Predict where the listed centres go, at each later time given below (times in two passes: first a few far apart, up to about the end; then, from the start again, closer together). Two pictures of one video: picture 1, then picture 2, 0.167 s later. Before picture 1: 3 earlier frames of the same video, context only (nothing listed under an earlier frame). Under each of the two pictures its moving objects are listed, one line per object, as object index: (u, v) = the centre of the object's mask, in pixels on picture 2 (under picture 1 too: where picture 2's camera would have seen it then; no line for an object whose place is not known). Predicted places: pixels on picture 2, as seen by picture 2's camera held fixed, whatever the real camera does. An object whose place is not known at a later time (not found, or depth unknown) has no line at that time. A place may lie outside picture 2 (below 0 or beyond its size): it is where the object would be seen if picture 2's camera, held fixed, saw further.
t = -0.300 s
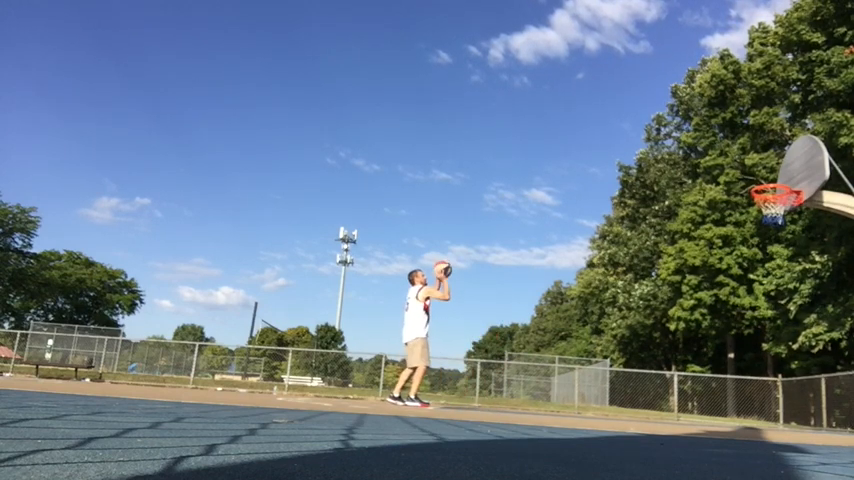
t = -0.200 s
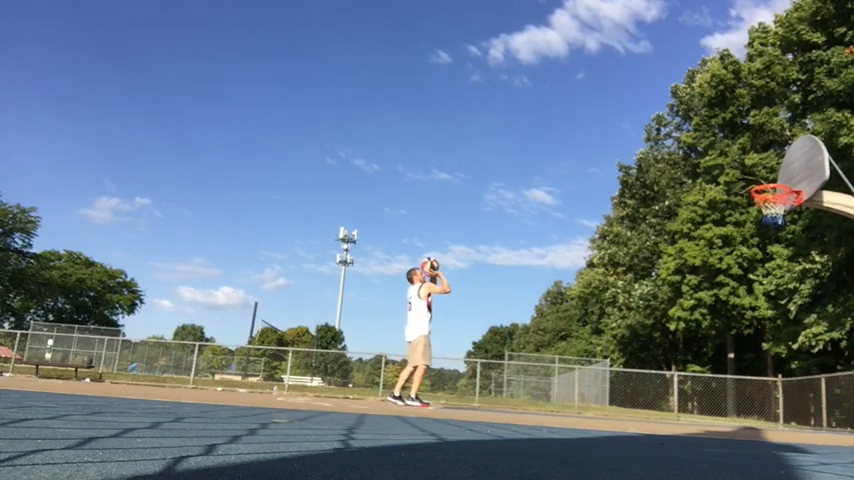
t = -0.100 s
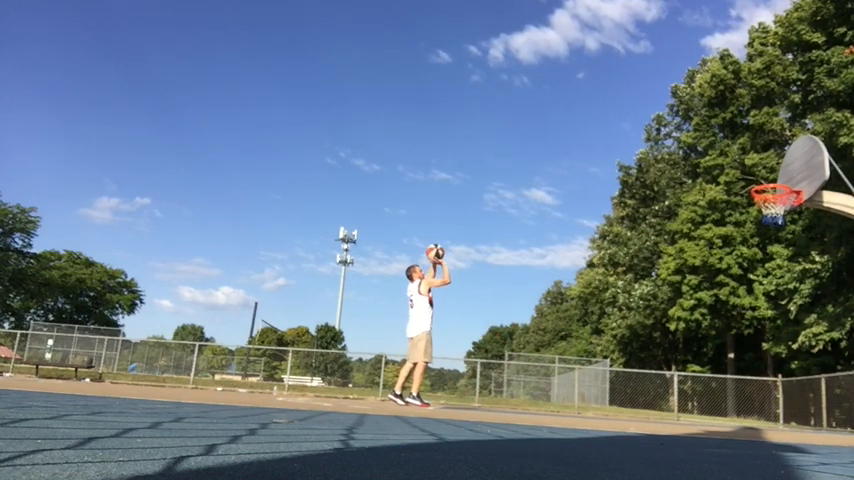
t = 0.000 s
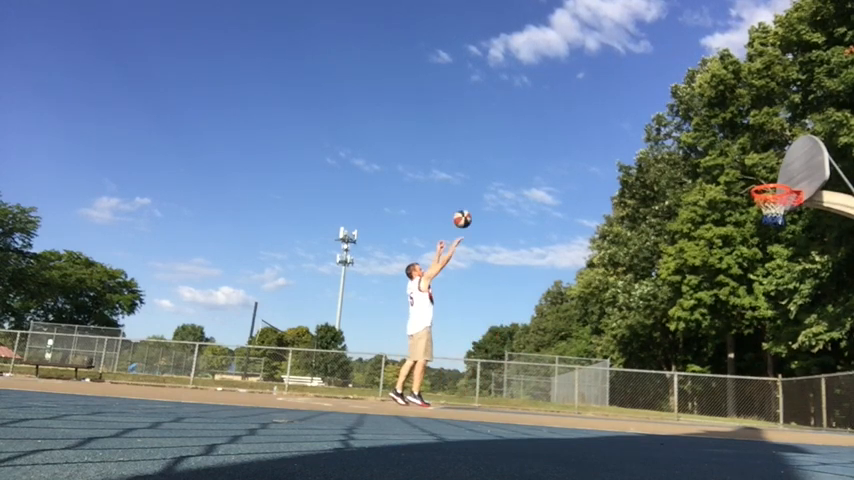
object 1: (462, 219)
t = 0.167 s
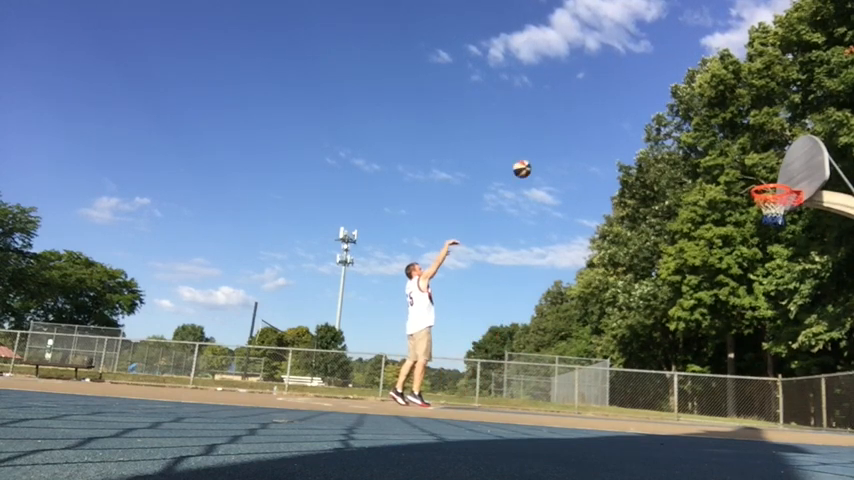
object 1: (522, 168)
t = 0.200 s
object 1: (533, 161)
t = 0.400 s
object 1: (601, 133)
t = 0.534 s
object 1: (644, 130)
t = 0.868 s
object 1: (752, 175)
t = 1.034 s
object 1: (794, 210)
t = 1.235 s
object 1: (814, 244)
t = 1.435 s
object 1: (836, 307)
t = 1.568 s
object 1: (848, 366)
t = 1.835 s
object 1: (846, 365)
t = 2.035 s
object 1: (829, 319)
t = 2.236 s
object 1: (810, 305)
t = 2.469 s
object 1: (790, 326)
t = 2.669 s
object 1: (773, 378)
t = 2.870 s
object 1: (758, 393)
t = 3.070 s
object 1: (742, 356)
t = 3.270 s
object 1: (729, 351)
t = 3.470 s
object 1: (715, 377)
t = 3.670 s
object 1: (701, 404)
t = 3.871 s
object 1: (685, 374)
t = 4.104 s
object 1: (666, 380)
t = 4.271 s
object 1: (653, 409)
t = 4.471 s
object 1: (638, 387)
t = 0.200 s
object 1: (533, 161)
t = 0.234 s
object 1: (545, 154)
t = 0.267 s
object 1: (556, 149)
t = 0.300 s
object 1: (567, 144)
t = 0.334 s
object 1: (579, 139)
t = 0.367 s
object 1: (590, 136)
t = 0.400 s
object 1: (601, 133)
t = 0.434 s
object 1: (612, 131)
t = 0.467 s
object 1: (623, 130)
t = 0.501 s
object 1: (634, 130)
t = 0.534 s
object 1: (644, 130)
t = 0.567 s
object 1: (655, 131)
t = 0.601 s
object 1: (666, 134)
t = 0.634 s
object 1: (677, 136)
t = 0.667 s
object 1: (688, 140)
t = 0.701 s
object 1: (699, 144)
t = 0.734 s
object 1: (710, 148)
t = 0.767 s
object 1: (721, 153)
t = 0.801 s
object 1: (732, 161)
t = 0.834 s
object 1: (743, 168)
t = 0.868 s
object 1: (752, 175)
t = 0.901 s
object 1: (764, 186)
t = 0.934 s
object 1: (774, 195)
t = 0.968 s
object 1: (785, 204)
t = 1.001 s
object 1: (792, 209)
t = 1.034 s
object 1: (794, 210)
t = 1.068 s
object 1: (798, 214)
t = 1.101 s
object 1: (801, 217)
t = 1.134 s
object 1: (804, 224)
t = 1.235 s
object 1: (814, 244)
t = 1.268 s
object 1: (818, 252)
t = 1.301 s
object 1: (820, 261)
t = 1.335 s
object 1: (825, 272)
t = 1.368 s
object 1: (828, 283)
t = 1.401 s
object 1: (832, 295)
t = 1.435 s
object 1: (836, 307)
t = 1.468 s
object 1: (840, 320)
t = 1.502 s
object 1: (842, 335)
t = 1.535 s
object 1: (846, 351)
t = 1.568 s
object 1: (848, 366)
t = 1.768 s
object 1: (849, 388)
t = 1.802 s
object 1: (848, 376)
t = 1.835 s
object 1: (846, 365)
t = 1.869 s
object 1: (844, 356)
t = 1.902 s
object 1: (841, 347)
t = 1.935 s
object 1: (838, 338)
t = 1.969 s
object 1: (835, 331)
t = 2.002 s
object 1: (832, 324)
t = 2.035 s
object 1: (829, 319)
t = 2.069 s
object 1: (826, 314)
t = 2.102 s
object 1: (822, 311)
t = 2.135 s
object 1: (819, 308)
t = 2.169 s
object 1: (816, 306)
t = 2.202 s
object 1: (813, 305)
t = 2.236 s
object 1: (810, 305)
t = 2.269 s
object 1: (807, 305)
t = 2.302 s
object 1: (805, 307)
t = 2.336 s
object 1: (801, 309)
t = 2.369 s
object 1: (798, 312)
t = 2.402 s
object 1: (795, 315)
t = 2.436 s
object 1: (793, 320)
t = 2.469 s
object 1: (790, 326)
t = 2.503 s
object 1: (787, 332)
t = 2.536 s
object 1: (785, 340)
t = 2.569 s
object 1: (781, 348)
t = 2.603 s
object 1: (779, 357)
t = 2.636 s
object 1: (776, 367)
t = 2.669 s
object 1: (773, 378)
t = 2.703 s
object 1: (771, 390)
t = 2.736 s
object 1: (768, 402)
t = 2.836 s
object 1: (760, 403)
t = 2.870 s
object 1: (758, 393)
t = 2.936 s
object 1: (753, 378)
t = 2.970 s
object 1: (749, 370)
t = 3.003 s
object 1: (747, 365)
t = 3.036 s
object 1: (745, 361)
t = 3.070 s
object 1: (742, 356)
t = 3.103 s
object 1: (740, 354)
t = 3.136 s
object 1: (738, 351)
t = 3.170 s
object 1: (736, 350)
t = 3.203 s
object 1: (733, 350)
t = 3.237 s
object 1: (731, 350)
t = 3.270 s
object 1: (729, 351)
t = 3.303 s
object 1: (727, 354)
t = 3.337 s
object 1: (725, 356)
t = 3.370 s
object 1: (722, 360)
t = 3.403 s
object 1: (720, 365)
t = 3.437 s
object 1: (717, 370)
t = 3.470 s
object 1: (715, 377)
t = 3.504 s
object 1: (713, 384)
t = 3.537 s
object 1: (711, 392)
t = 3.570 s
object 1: (708, 401)
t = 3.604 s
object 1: (706, 412)
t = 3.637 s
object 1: (704, 413)
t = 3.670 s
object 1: (701, 404)
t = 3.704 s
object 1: (698, 398)
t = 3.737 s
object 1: (696, 391)
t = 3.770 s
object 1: (693, 383)
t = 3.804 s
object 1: (690, 380)
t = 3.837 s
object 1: (687, 376)
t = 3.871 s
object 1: (685, 374)
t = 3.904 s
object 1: (681, 372)
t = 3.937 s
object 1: (678, 372)
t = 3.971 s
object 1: (677, 372)
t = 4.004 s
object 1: (674, 372)
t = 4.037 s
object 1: (672, 374)
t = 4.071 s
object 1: (669, 376)
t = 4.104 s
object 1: (666, 380)
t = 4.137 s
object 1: (664, 383)
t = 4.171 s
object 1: (661, 389)
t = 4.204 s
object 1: (659, 395)
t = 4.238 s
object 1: (656, 402)
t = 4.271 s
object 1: (653, 409)
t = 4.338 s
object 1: (648, 403)
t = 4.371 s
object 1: (645, 398)
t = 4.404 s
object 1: (643, 393)
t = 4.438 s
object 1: (640, 389)
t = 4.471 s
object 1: (638, 387)
